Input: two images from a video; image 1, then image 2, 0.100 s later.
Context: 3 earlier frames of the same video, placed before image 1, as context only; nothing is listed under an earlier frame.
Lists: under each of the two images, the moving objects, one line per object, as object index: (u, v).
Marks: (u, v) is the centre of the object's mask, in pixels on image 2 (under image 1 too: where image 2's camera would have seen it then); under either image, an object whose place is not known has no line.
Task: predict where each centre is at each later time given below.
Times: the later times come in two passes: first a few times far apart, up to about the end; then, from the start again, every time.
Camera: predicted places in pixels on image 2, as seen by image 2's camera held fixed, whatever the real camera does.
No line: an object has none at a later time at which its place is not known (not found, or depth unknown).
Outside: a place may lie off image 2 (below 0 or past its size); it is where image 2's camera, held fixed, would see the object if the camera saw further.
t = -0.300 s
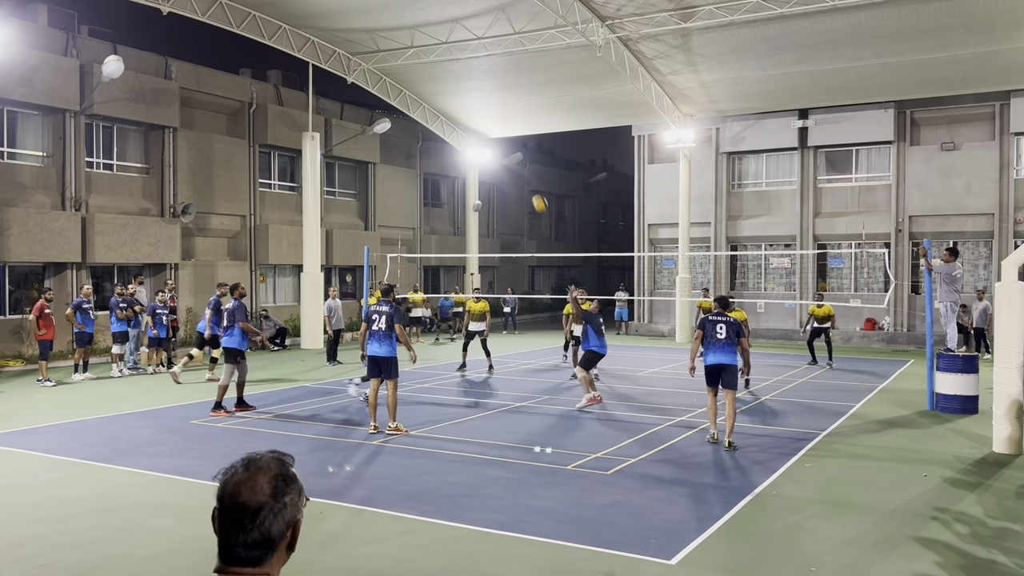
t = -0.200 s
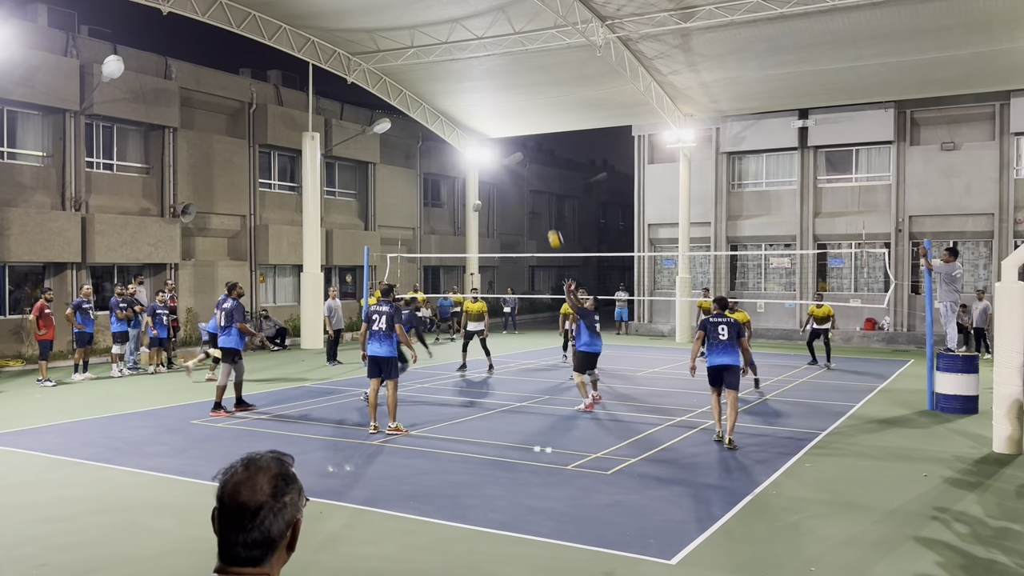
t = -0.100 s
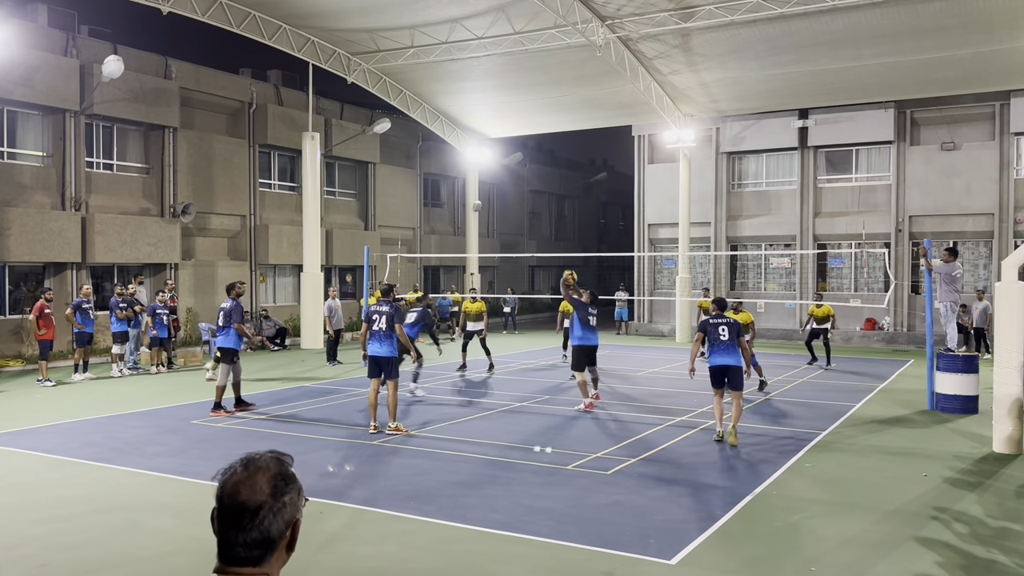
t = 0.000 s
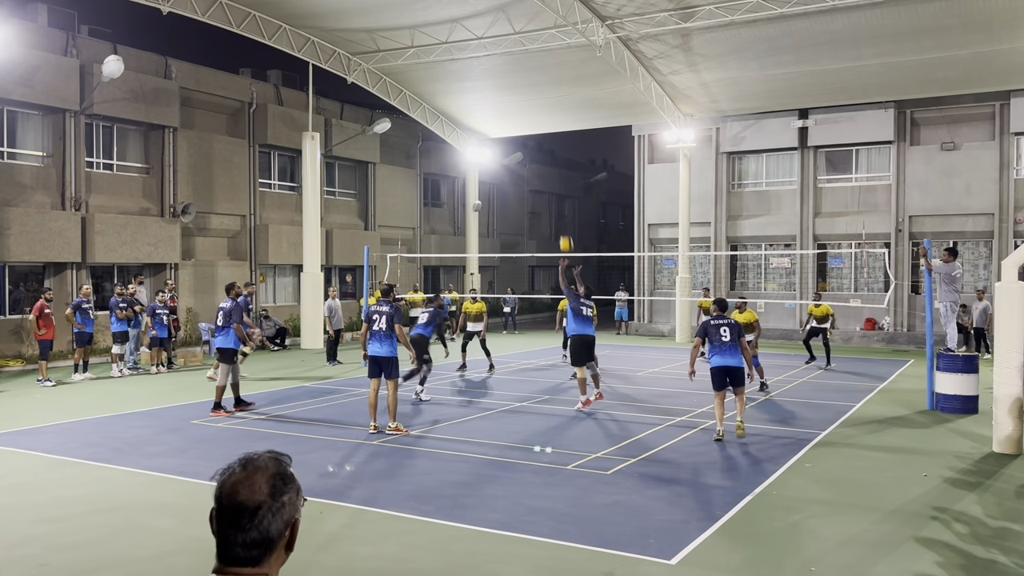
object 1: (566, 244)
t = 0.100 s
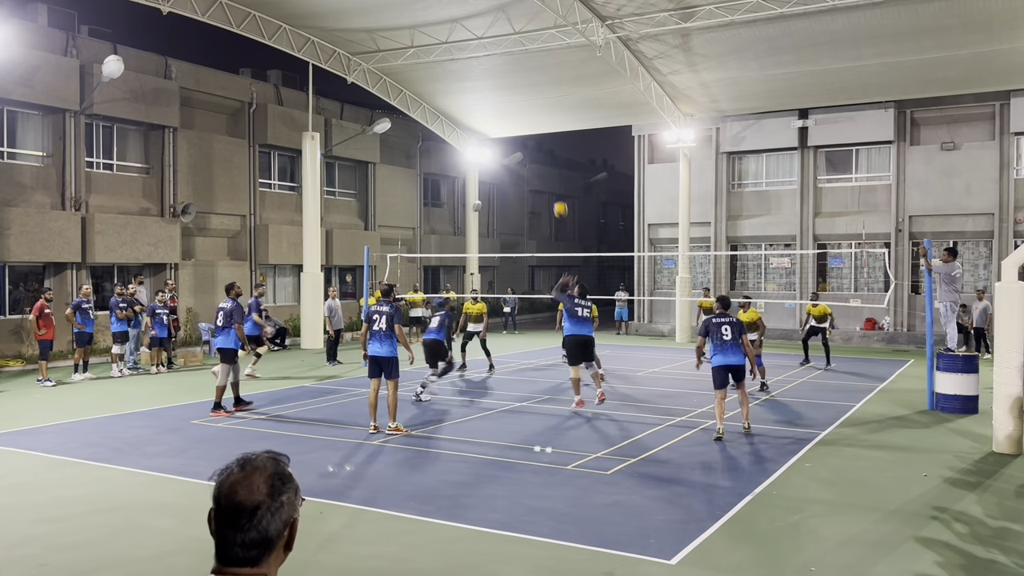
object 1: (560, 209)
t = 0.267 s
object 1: (551, 167)
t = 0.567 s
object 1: (536, 138)
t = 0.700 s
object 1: (530, 142)
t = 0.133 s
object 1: (558, 199)
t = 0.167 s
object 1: (557, 190)
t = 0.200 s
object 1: (555, 182)
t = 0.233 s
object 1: (553, 174)
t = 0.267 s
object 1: (551, 167)
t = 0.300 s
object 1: (549, 161)
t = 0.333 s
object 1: (548, 156)
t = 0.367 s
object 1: (546, 151)
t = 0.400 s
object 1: (545, 148)
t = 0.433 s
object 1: (543, 144)
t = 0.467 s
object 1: (541, 141)
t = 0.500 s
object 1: (540, 140)
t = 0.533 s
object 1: (538, 139)
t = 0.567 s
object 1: (536, 138)
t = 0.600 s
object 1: (535, 138)
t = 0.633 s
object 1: (533, 139)
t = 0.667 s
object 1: (532, 140)
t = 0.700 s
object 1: (530, 142)
